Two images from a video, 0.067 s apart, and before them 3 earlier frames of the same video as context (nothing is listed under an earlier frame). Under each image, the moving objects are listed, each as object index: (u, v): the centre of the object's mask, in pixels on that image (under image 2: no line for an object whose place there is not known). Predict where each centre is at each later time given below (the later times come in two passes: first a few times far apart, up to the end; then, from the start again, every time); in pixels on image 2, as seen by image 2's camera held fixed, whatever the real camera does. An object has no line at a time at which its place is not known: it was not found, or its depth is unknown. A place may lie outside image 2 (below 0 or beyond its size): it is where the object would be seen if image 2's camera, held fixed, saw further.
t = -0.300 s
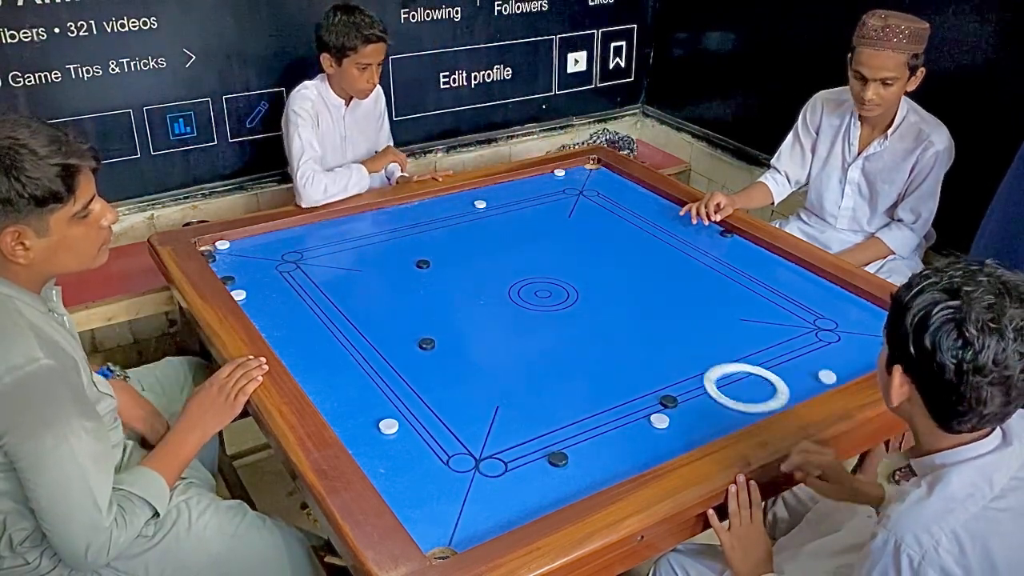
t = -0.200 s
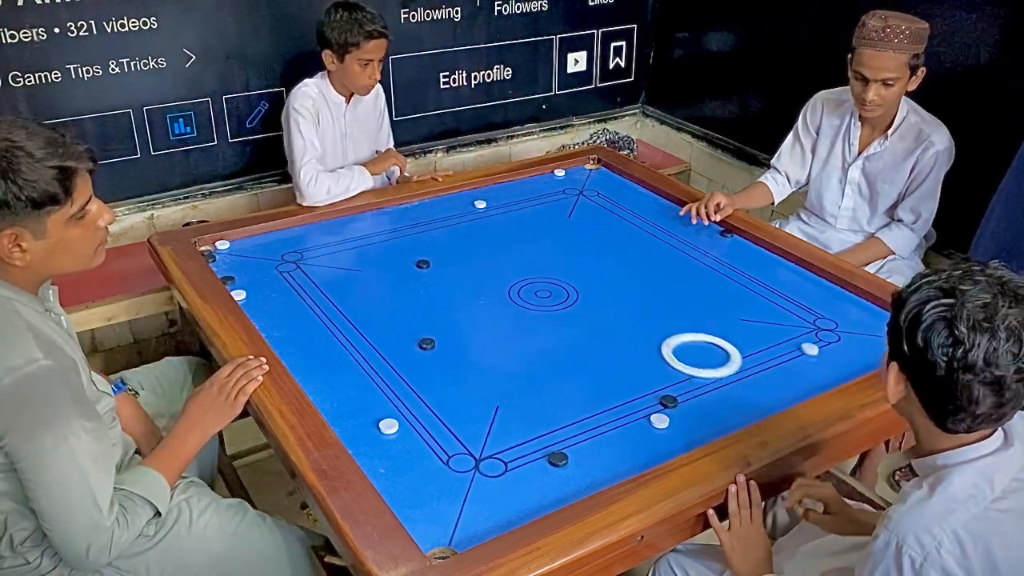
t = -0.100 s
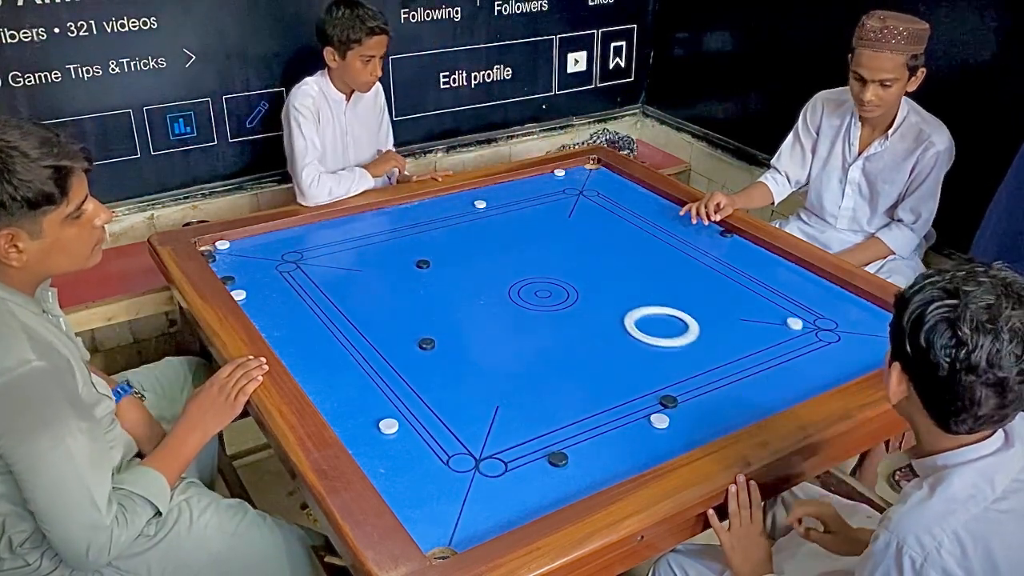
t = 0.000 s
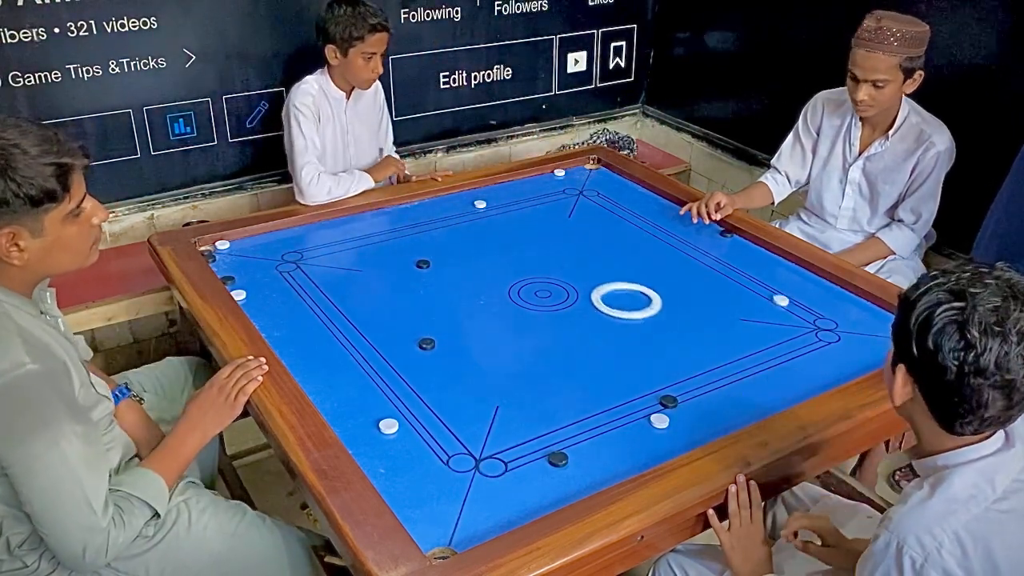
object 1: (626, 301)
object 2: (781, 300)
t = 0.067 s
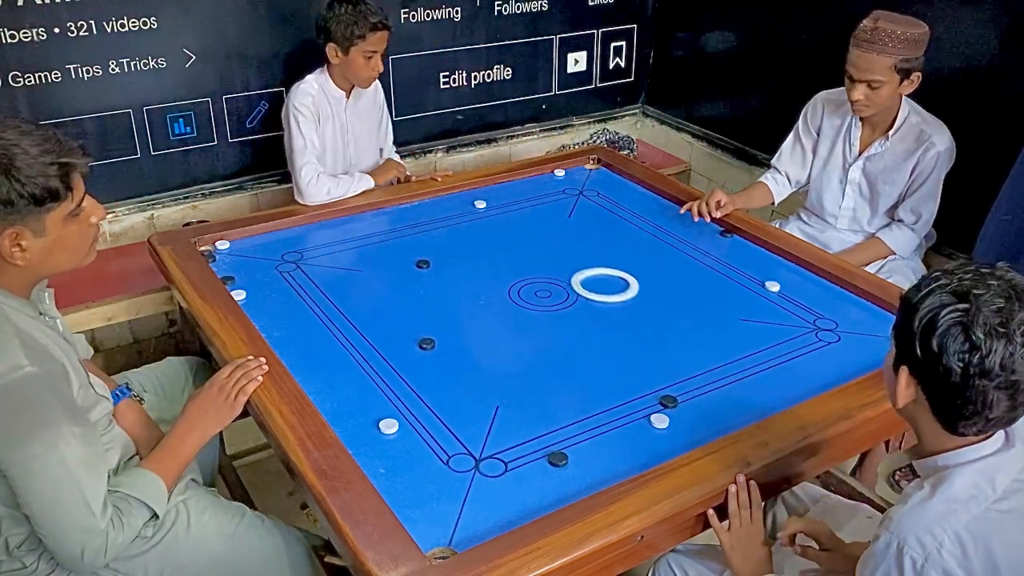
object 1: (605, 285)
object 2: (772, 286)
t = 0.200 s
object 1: (566, 257)
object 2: (757, 261)
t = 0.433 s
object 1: (510, 215)
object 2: (726, 239)
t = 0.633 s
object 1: (497, 202)
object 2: (699, 243)
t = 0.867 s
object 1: (533, 220)
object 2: (670, 247)
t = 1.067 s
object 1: (563, 235)
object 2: (646, 249)
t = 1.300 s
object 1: (595, 253)
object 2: (637, 254)
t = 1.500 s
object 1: (614, 266)
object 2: (670, 263)
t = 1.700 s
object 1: (631, 280)
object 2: (700, 272)
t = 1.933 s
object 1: (651, 294)
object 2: (733, 281)
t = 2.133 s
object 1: (666, 306)
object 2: (758, 289)
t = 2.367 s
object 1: (679, 317)
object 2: (785, 298)
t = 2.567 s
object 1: (688, 324)
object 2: (803, 304)
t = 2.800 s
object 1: (695, 330)
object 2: (816, 308)
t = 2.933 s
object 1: (698, 332)
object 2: (820, 310)
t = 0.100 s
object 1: (595, 278)
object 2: (768, 279)
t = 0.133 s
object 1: (585, 270)
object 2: (764, 273)
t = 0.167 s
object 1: (575, 264)
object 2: (760, 267)
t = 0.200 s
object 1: (566, 257)
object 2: (757, 261)
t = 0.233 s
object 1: (557, 250)
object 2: (753, 255)
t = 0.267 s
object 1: (549, 244)
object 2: (750, 250)
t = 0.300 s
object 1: (541, 238)
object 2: (746, 245)
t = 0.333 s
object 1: (532, 232)
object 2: (743, 240)
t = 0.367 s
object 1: (525, 226)
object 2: (735, 238)
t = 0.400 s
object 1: (517, 221)
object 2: (730, 239)
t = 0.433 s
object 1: (510, 215)
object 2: (726, 239)
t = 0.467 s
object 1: (504, 210)
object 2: (721, 240)
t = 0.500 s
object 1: (498, 206)
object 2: (717, 241)
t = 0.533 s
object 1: (493, 201)
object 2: (712, 241)
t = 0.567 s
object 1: (489, 197)
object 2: (708, 242)
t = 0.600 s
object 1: (492, 199)
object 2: (704, 242)
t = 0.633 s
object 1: (497, 202)
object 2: (699, 243)
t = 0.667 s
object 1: (502, 204)
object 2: (695, 244)
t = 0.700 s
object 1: (508, 207)
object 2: (690, 244)
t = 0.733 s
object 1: (513, 210)
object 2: (686, 245)
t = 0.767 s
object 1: (517, 212)
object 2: (682, 246)
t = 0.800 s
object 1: (523, 215)
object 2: (677, 246)
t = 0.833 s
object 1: (528, 217)
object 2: (674, 247)
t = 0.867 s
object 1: (533, 220)
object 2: (670, 247)
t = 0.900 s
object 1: (538, 223)
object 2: (666, 248)
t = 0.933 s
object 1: (543, 225)
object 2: (662, 248)
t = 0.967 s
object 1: (548, 228)
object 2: (658, 249)
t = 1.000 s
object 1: (553, 230)
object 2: (654, 249)
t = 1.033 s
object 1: (558, 233)
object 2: (650, 249)
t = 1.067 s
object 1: (563, 235)
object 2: (646, 249)
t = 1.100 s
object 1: (568, 238)
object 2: (643, 250)
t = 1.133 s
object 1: (573, 241)
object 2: (639, 250)
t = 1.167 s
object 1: (578, 243)
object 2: (635, 251)
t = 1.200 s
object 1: (583, 246)
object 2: (632, 251)
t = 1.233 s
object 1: (588, 248)
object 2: (628, 252)
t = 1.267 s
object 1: (592, 251)
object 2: (631, 252)
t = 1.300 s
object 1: (595, 253)
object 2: (637, 254)
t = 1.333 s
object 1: (598, 255)
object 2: (643, 256)
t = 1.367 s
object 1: (601, 257)
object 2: (649, 257)
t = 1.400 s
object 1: (604, 260)
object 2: (654, 259)
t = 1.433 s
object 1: (607, 262)
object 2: (660, 260)
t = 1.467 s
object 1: (611, 264)
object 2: (666, 262)
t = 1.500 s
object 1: (614, 266)
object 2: (670, 263)
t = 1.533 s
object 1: (617, 269)
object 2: (676, 264)
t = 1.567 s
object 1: (620, 271)
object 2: (681, 266)
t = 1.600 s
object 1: (623, 273)
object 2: (686, 267)
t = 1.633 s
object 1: (626, 275)
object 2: (691, 269)
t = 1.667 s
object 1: (629, 277)
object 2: (695, 270)
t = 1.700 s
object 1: (631, 280)
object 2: (700, 272)
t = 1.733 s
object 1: (634, 282)
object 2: (705, 273)
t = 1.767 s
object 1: (637, 284)
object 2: (710, 274)
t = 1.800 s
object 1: (640, 286)
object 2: (714, 276)
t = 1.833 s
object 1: (643, 288)
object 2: (719, 277)
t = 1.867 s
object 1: (646, 290)
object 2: (724, 279)
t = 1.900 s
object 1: (648, 292)
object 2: (728, 280)
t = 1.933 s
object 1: (651, 294)
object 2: (733, 281)
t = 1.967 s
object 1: (654, 296)
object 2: (737, 283)
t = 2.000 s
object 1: (656, 298)
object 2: (741, 284)
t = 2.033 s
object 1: (659, 300)
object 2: (746, 285)
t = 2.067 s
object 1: (661, 302)
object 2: (750, 287)
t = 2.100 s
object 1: (663, 304)
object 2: (754, 288)
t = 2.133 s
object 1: (666, 306)
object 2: (758, 289)
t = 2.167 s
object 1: (668, 307)
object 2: (762, 291)
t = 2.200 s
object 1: (670, 309)
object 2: (766, 292)
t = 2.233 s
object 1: (672, 311)
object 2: (770, 293)
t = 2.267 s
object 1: (674, 312)
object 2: (774, 294)
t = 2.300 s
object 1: (676, 314)
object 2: (778, 295)
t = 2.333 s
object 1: (678, 315)
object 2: (781, 297)
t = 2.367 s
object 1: (679, 317)
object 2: (785, 298)
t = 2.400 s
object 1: (681, 318)
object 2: (788, 299)
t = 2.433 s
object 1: (683, 319)
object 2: (791, 300)
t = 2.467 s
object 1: (684, 321)
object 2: (795, 301)
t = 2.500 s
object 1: (686, 322)
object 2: (798, 302)
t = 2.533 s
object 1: (687, 323)
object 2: (801, 303)
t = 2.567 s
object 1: (688, 324)
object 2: (803, 304)
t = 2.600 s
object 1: (689, 325)
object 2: (805, 305)
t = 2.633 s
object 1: (690, 326)
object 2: (807, 306)
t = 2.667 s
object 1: (691, 327)
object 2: (809, 307)
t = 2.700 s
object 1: (692, 328)
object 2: (811, 307)
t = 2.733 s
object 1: (694, 329)
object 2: (813, 308)
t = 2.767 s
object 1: (694, 330)
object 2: (814, 308)
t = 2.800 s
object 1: (695, 330)
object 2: (816, 308)
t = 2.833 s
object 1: (696, 331)
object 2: (817, 309)
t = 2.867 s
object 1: (697, 331)
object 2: (818, 309)
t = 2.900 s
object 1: (697, 332)
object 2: (819, 309)
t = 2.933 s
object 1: (698, 332)
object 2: (820, 310)
